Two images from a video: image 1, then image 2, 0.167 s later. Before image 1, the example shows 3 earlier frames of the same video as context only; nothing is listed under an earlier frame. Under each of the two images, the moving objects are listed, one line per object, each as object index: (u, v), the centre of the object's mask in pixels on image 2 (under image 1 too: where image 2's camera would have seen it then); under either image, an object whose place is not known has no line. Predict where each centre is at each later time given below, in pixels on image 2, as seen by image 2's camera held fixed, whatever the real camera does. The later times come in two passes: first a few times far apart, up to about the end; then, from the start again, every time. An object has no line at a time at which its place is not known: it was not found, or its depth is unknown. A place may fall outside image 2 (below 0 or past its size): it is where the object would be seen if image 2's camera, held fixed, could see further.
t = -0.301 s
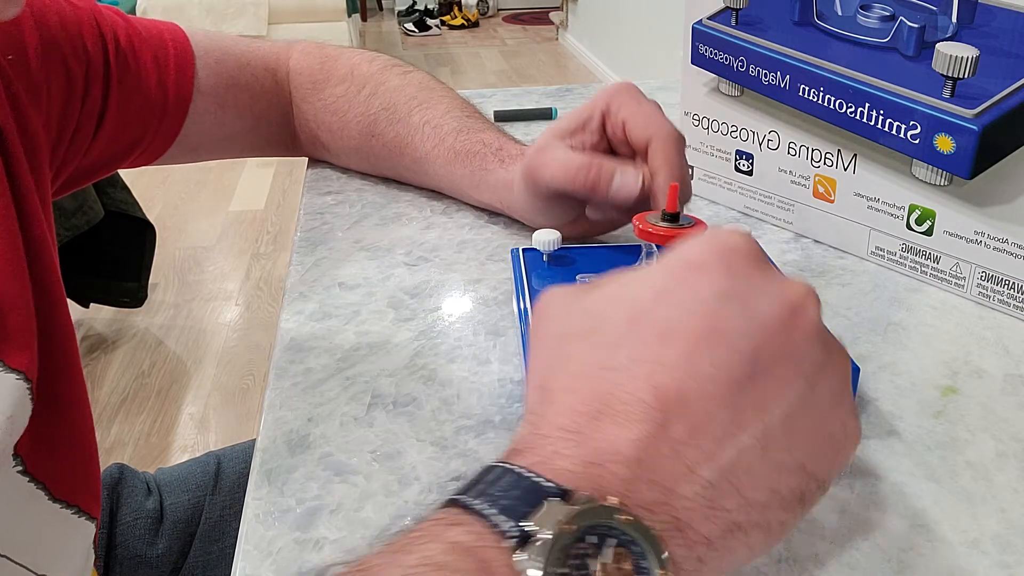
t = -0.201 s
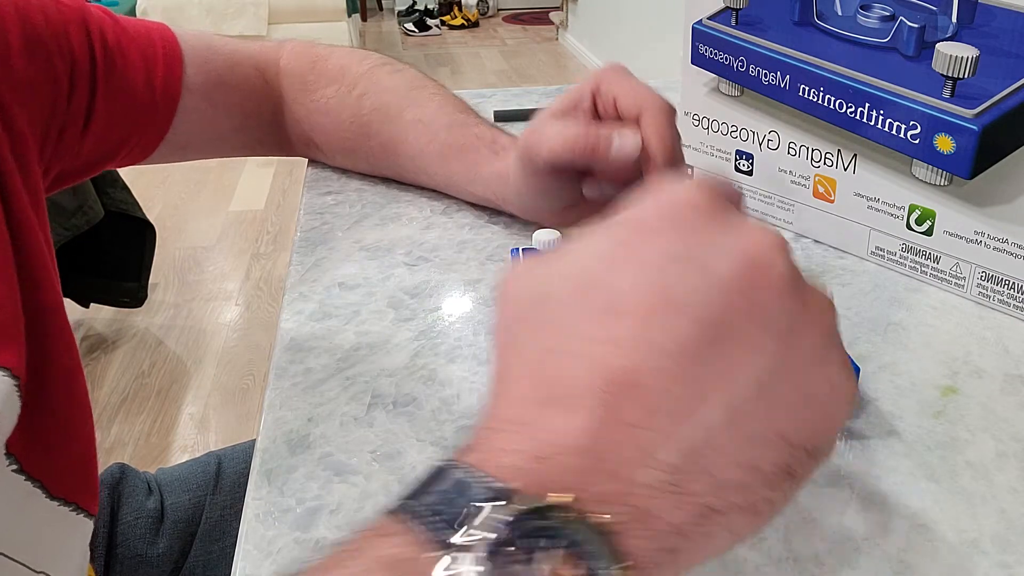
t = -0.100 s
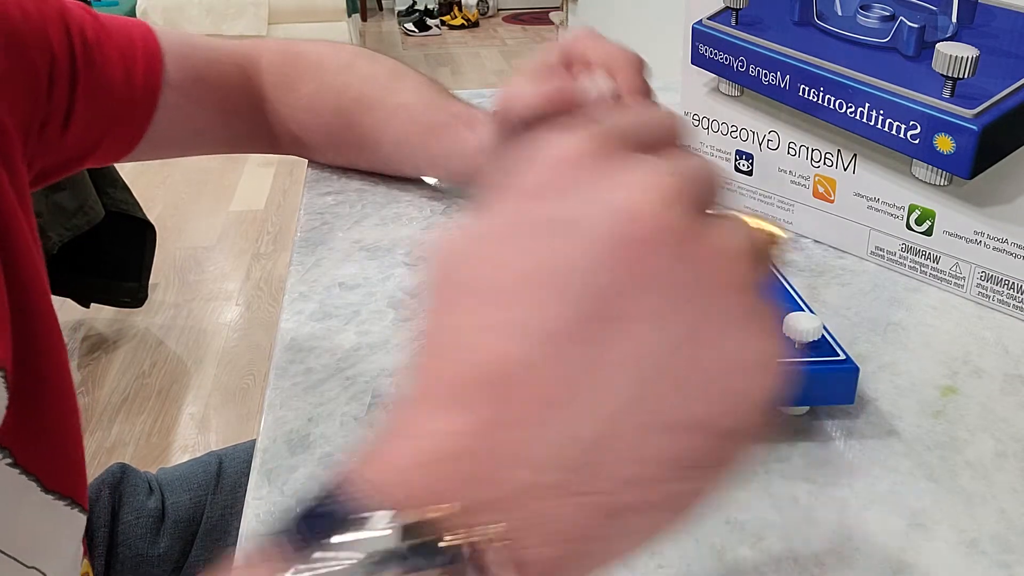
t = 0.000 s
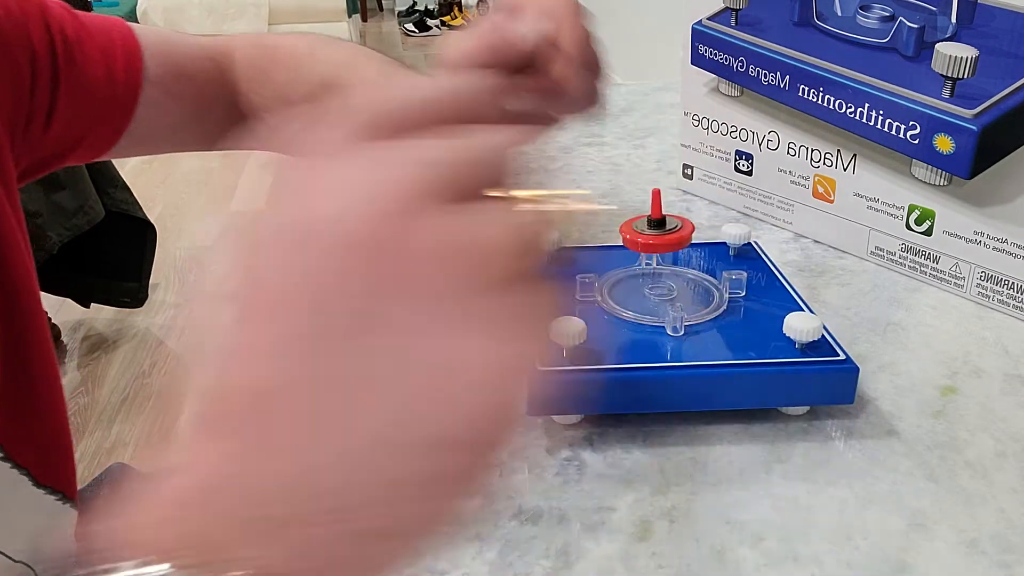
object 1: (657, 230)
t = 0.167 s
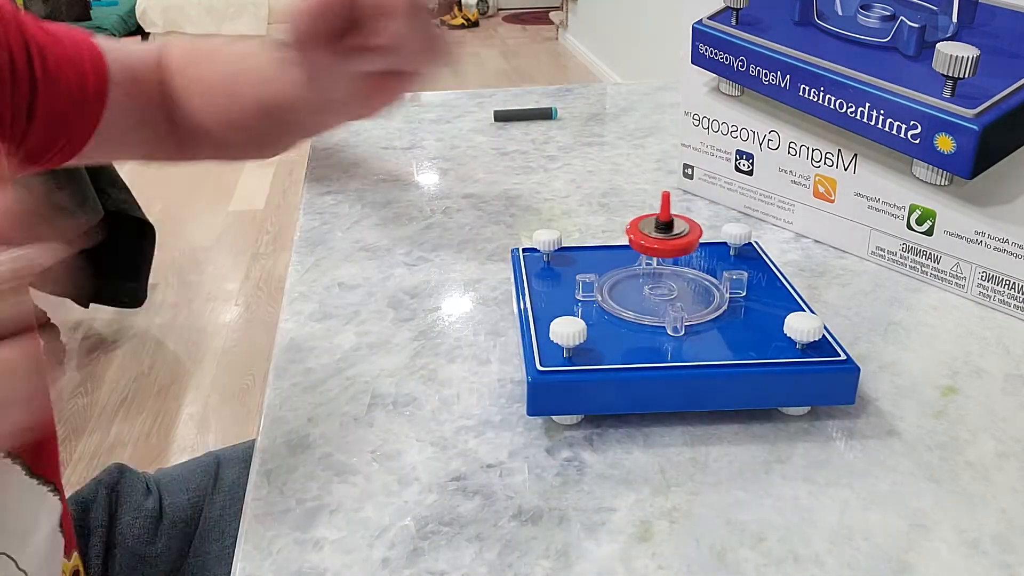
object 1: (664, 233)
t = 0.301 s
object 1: (670, 234)
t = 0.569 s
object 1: (661, 230)
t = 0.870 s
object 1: (651, 228)
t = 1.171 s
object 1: (656, 233)
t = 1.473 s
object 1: (658, 226)
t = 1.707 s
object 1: (650, 212)
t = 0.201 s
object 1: (666, 233)
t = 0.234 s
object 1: (668, 234)
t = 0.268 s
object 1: (669, 234)
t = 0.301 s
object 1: (670, 234)
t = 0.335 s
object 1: (671, 234)
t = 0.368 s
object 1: (671, 234)
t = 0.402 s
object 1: (670, 234)
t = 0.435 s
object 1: (669, 233)
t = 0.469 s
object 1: (668, 232)
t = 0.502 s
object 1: (666, 232)
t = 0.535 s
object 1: (663, 231)
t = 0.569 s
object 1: (661, 230)
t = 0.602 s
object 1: (659, 230)
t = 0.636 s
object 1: (657, 229)
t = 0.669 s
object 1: (655, 228)
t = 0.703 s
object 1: (653, 228)
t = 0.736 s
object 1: (653, 227)
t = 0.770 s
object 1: (652, 227)
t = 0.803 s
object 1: (651, 227)
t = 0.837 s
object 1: (651, 227)
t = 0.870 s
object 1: (651, 228)
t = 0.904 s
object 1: (651, 229)
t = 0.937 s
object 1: (651, 230)
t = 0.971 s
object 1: (651, 231)
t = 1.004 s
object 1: (651, 232)
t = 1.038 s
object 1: (652, 233)
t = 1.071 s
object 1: (652, 234)
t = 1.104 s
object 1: (653, 234)
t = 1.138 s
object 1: (654, 234)
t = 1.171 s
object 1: (656, 233)
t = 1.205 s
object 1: (657, 232)
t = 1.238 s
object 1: (658, 231)
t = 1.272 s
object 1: (659, 230)
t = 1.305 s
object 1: (660, 229)
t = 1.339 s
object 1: (660, 228)
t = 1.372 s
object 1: (659, 228)
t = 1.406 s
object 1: (659, 227)
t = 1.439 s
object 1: (658, 227)
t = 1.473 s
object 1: (658, 226)
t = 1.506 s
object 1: (657, 224)
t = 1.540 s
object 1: (657, 222)
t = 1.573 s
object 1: (656, 220)
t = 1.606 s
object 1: (655, 218)
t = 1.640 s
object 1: (654, 216)
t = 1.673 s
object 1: (652, 214)
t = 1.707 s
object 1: (650, 212)
